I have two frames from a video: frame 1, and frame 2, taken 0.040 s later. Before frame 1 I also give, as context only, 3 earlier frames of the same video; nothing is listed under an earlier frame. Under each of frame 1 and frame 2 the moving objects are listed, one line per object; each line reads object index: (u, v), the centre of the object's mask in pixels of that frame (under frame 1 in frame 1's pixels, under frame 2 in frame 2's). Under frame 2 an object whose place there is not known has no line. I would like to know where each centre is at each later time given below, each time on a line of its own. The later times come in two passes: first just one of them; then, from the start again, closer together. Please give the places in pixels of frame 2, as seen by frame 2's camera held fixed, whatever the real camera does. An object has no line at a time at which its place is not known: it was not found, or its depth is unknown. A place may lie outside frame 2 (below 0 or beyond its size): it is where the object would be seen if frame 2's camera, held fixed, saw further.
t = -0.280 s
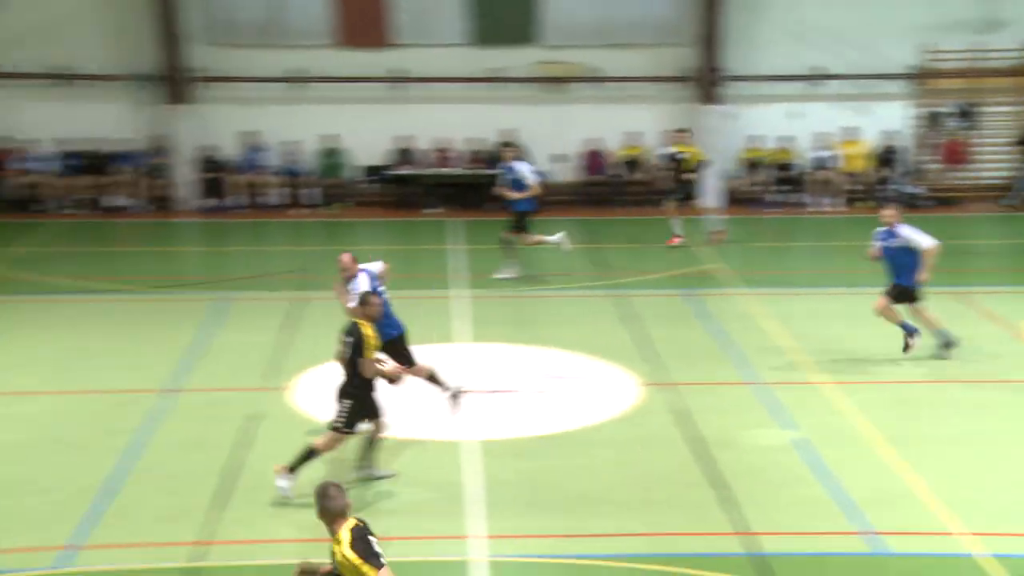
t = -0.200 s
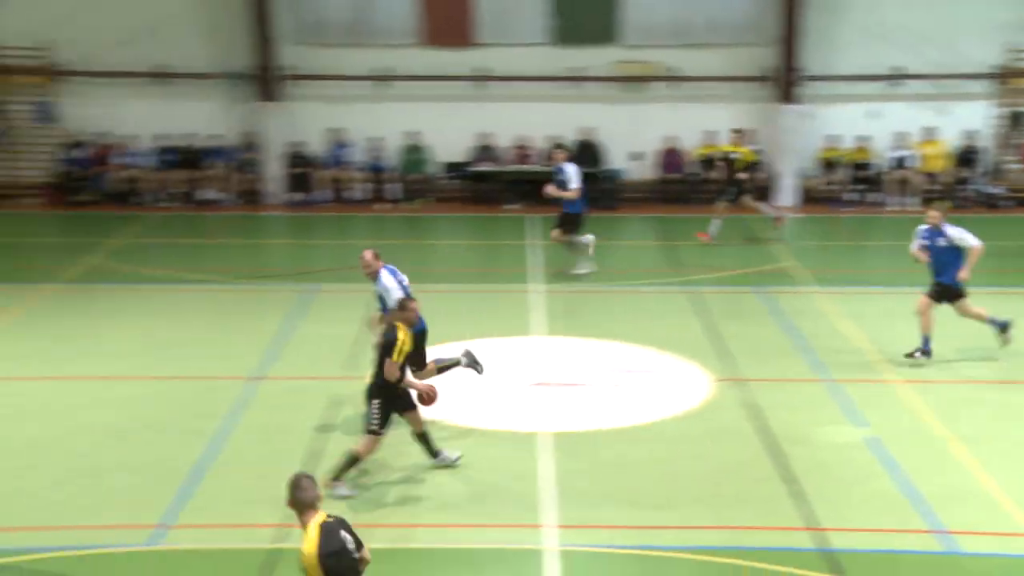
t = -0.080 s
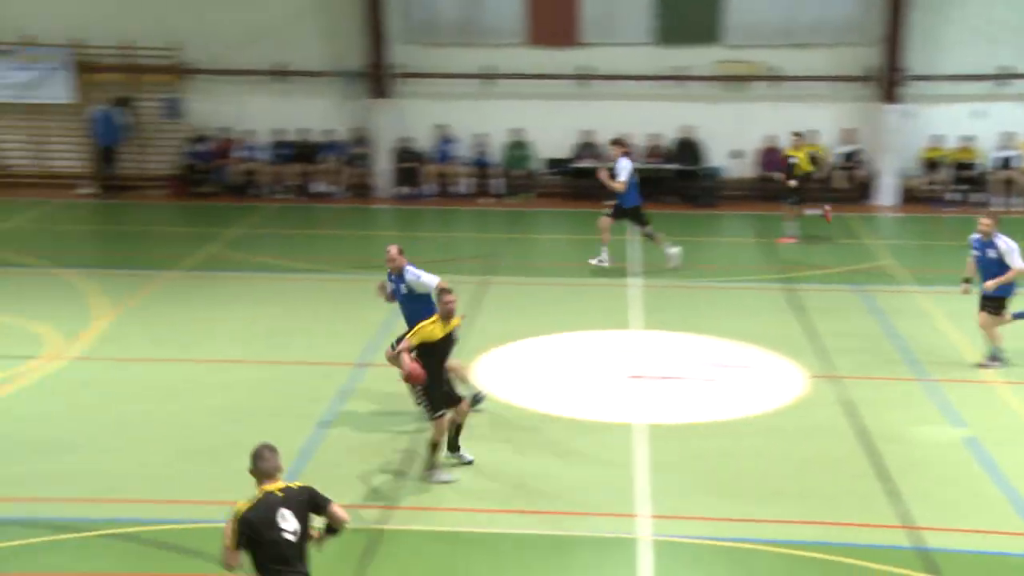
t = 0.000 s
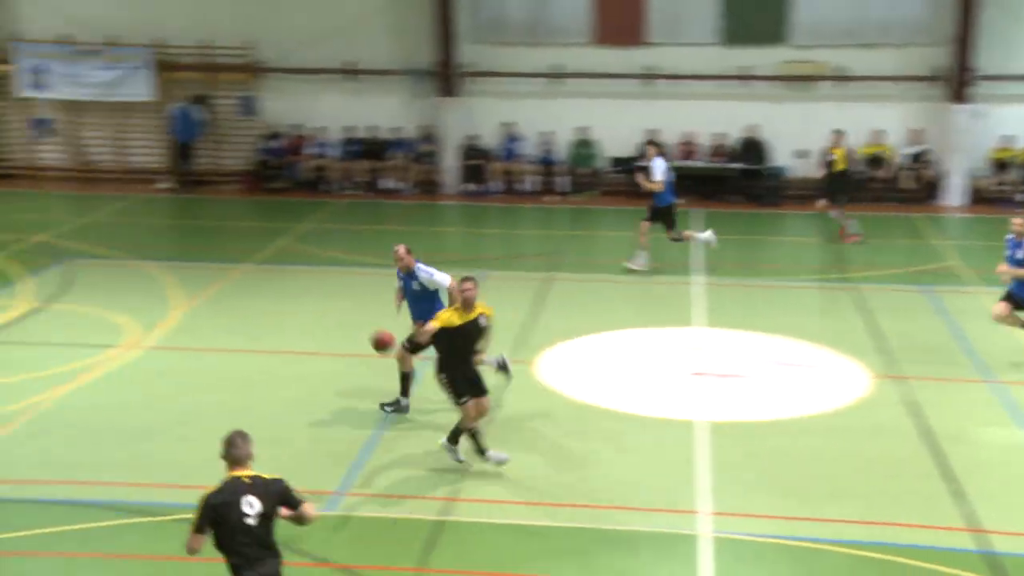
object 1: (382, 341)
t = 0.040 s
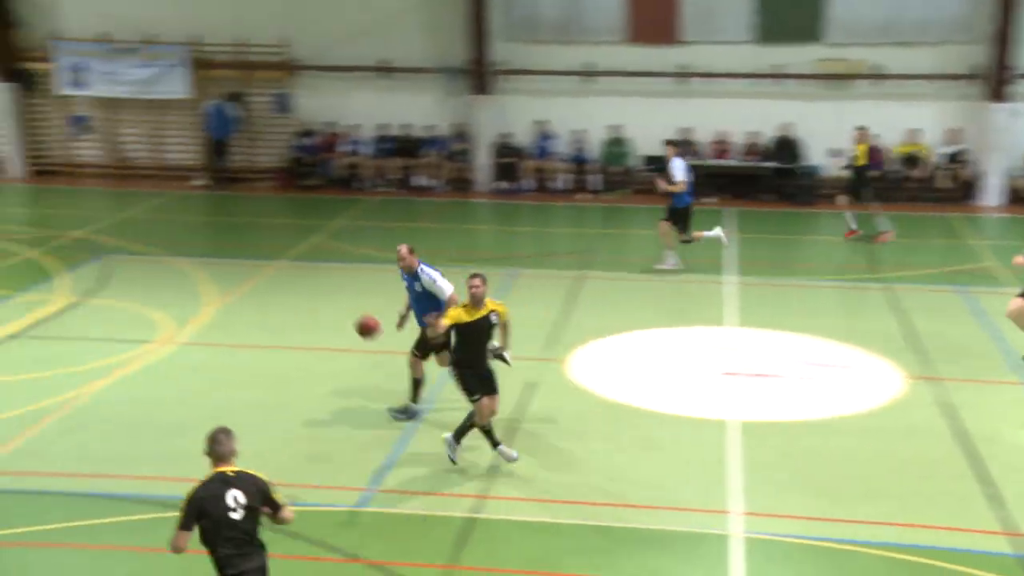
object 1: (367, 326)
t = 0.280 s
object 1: (63, 288)
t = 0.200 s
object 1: (169, 294)
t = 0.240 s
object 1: (117, 290)
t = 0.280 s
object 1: (63, 288)
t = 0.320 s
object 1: (9, 288)
